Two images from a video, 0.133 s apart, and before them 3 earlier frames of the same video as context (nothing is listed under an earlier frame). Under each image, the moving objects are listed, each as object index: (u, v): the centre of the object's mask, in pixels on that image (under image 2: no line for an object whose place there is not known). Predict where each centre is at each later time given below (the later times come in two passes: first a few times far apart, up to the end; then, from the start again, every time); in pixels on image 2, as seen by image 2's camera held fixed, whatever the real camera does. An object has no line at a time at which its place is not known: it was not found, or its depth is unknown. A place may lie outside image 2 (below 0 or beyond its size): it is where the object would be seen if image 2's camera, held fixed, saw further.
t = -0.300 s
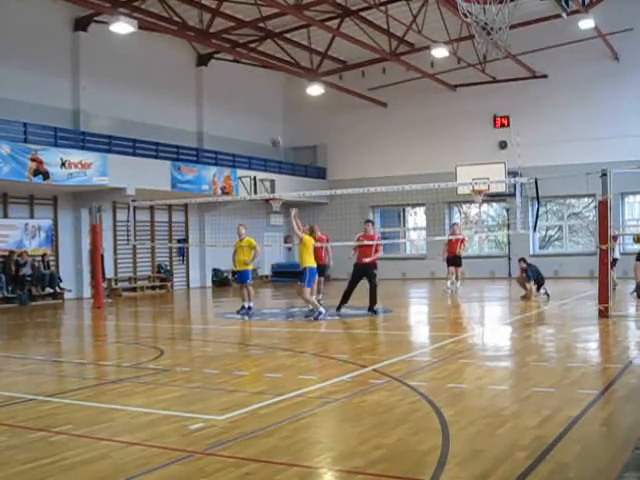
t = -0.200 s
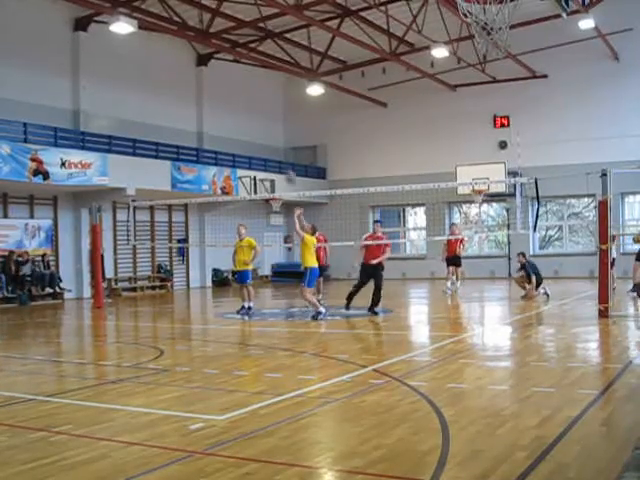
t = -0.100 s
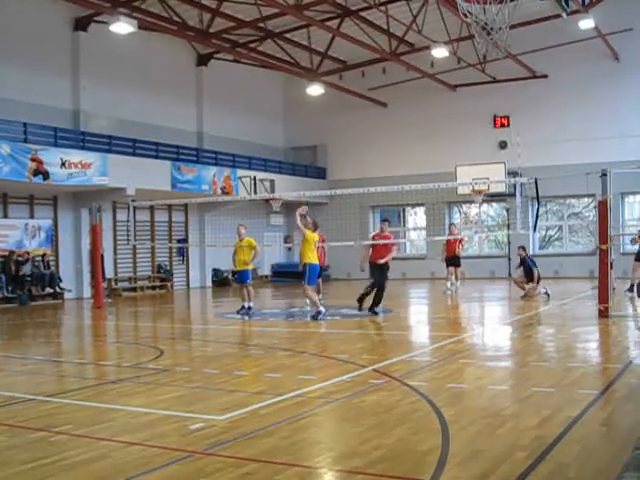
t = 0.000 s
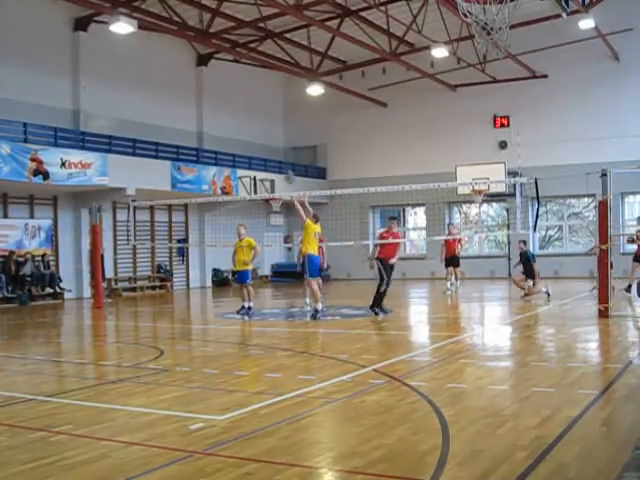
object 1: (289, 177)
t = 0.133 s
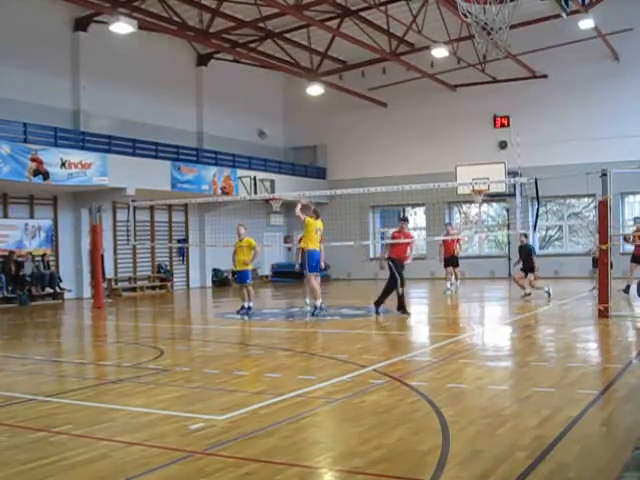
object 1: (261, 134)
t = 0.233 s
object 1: (243, 108)
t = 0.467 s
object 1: (203, 71)
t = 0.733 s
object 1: (164, 66)
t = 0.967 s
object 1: (132, 87)
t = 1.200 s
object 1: (103, 132)
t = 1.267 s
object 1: (97, 146)
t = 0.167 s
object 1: (255, 124)
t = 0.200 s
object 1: (249, 116)
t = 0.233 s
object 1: (243, 108)
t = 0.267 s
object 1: (237, 101)
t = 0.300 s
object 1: (231, 94)
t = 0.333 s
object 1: (225, 88)
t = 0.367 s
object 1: (219, 83)
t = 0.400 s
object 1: (214, 79)
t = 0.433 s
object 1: (209, 74)
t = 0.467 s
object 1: (203, 71)
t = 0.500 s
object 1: (198, 69)
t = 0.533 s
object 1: (193, 67)
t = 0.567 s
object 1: (188, 65)
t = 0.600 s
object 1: (184, 64)
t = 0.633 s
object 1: (179, 64)
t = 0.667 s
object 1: (174, 64)
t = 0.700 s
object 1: (168, 64)
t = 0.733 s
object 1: (164, 66)
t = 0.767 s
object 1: (159, 67)
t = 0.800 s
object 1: (153, 70)
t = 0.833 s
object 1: (149, 72)
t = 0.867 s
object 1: (145, 75)
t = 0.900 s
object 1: (140, 78)
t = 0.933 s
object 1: (136, 83)
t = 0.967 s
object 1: (132, 87)
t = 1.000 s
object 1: (128, 92)
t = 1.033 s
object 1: (123, 97)
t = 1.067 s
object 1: (120, 103)
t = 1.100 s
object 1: (116, 109)
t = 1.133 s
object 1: (111, 117)
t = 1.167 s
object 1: (107, 124)
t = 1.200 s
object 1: (103, 132)
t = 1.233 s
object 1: (101, 139)
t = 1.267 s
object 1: (97, 146)
